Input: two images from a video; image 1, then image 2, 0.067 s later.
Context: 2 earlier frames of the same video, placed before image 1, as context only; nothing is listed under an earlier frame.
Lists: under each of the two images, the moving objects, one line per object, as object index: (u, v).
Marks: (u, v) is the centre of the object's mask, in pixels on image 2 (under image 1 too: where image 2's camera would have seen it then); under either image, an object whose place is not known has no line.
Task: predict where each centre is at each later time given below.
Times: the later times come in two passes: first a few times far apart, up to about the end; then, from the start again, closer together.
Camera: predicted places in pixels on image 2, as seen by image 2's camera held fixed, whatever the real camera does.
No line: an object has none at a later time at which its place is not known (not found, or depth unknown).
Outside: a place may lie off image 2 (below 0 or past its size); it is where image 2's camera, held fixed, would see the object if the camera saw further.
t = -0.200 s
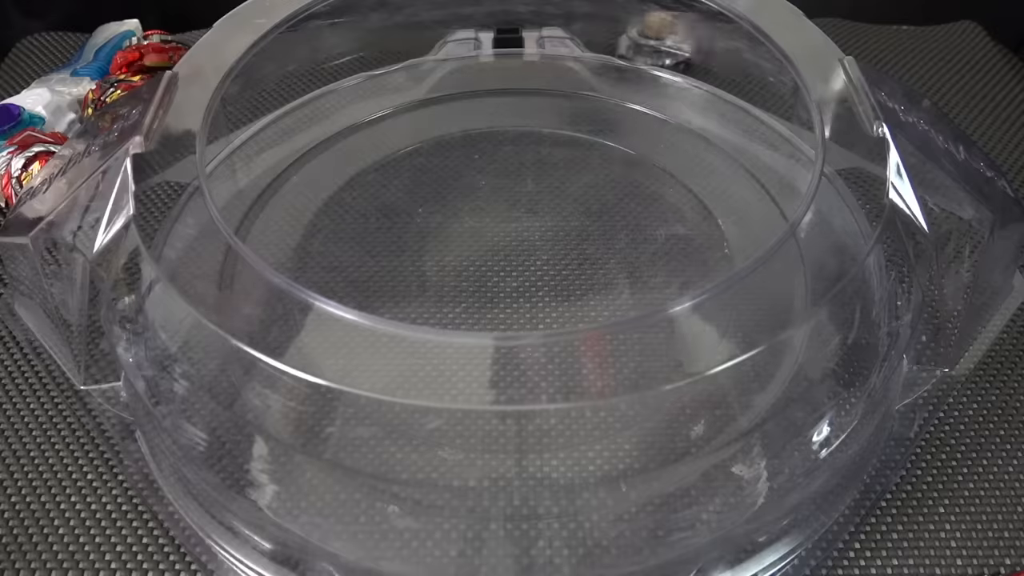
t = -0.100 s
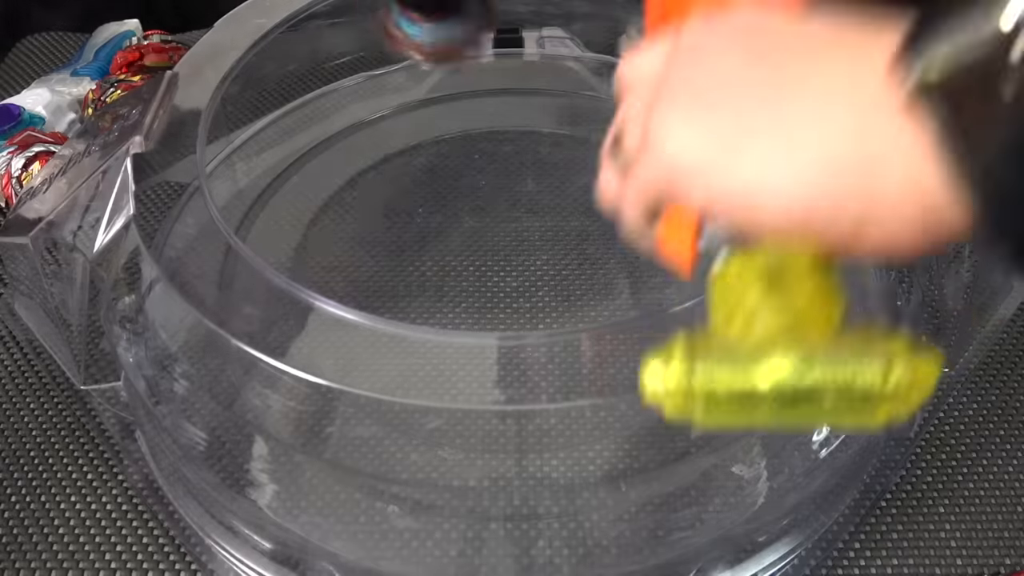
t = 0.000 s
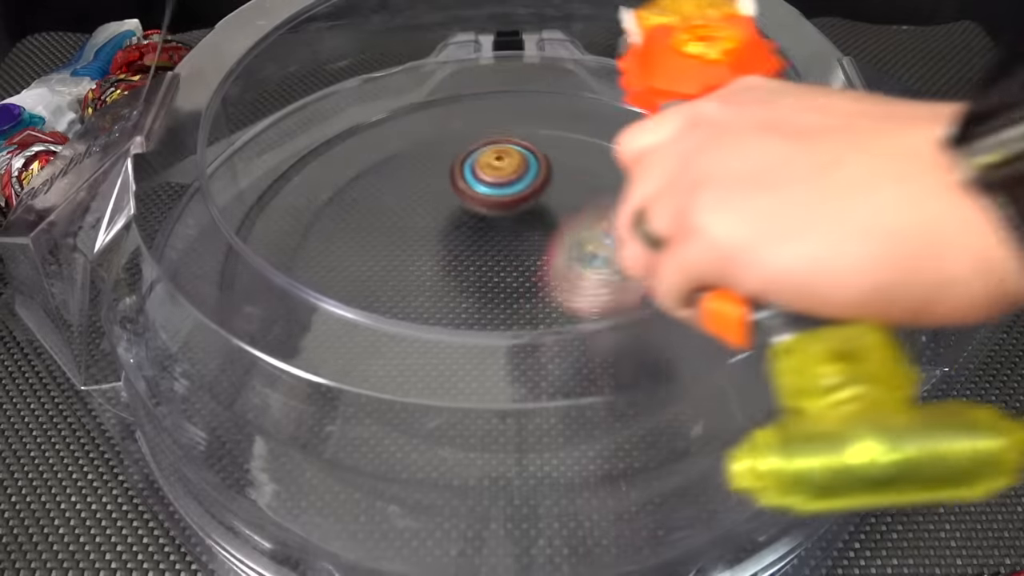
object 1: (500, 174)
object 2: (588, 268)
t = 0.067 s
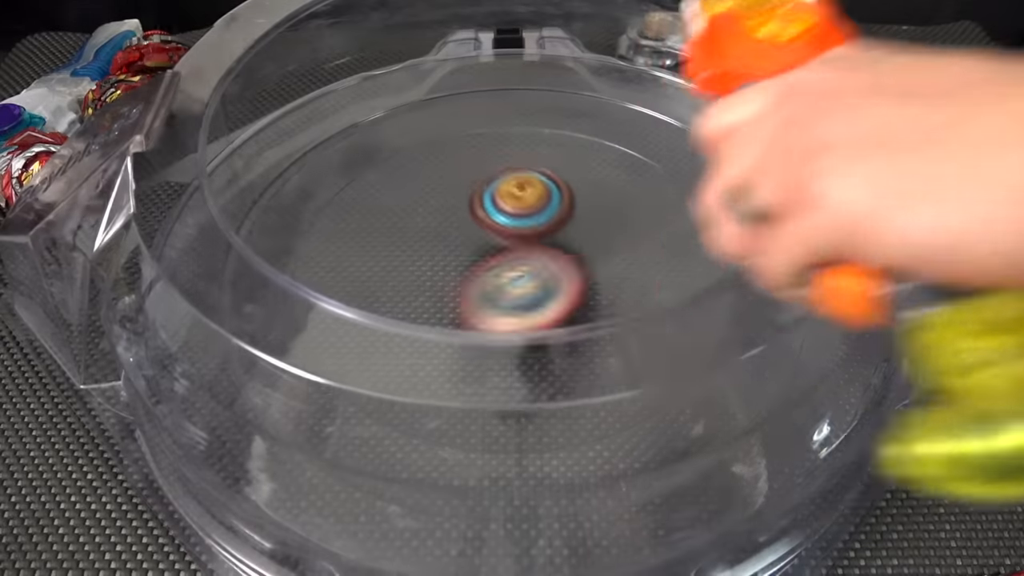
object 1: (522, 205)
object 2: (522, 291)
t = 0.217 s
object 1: (559, 263)
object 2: (357, 318)
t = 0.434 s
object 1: (538, 285)
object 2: (307, 406)
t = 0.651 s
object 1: (519, 240)
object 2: (328, 465)
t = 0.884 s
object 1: (506, 279)
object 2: (274, 436)
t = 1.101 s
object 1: (564, 289)
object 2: (215, 368)
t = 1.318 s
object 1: (544, 217)
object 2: (249, 322)
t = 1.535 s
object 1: (435, 233)
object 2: (332, 321)
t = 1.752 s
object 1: (634, 139)
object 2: (484, 400)
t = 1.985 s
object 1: (525, 178)
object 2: (657, 178)
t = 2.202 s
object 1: (398, 320)
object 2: (507, 53)
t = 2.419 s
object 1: (767, 354)
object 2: (387, 94)
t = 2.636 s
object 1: (842, 153)
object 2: (351, 215)
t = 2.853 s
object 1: (691, 250)
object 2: (556, 371)
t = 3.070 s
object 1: (465, 267)
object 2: (766, 267)
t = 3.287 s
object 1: (466, 384)
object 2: (756, 165)
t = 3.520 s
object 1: (674, 349)
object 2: (687, 124)
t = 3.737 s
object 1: (583, 223)
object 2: (552, 147)
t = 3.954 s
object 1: (358, 279)
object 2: (347, 191)
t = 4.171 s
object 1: (445, 477)
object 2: (364, 329)
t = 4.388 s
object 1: (730, 404)
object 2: (611, 326)
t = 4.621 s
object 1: (762, 271)
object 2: (595, 152)
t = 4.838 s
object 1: (557, 180)
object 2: (402, 139)
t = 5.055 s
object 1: (417, 204)
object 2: (118, 265)
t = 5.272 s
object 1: (484, 320)
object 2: (96, 269)
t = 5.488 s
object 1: (624, 263)
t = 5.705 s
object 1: (506, 161)
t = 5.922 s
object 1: (379, 223)
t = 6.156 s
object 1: (527, 336)
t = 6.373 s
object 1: (669, 246)
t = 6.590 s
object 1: (531, 160)
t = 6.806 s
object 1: (377, 229)
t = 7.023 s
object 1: (489, 361)
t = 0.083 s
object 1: (528, 213)
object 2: (498, 304)
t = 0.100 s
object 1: (534, 224)
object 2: (476, 302)
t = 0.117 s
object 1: (539, 232)
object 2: (455, 307)
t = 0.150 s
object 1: (549, 241)
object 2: (416, 310)
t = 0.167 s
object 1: (553, 247)
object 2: (400, 312)
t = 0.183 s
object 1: (556, 252)
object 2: (385, 314)
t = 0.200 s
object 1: (558, 259)
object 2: (369, 316)
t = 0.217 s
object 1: (559, 263)
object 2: (357, 318)
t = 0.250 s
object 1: (558, 275)
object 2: (338, 326)
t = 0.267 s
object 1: (558, 279)
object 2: (332, 329)
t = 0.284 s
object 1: (556, 283)
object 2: (325, 336)
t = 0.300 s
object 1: (554, 283)
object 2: (321, 341)
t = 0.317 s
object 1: (552, 285)
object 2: (320, 346)
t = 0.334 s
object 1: (549, 288)
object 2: (320, 352)
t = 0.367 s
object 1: (545, 288)
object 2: (320, 368)
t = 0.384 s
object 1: (543, 288)
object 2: (319, 376)
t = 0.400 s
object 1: (541, 286)
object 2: (318, 384)
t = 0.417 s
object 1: (539, 286)
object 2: (314, 394)
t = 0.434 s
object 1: (538, 285)
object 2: (307, 406)
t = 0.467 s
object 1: (536, 279)
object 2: (301, 421)
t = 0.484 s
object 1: (534, 275)
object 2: (303, 425)
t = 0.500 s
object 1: (533, 272)
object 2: (307, 432)
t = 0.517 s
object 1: (531, 268)
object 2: (310, 440)
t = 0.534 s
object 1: (529, 264)
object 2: (312, 447)
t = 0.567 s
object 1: (526, 256)
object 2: (313, 463)
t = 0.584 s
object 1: (524, 252)
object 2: (310, 471)
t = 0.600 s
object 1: (523, 249)
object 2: (312, 474)
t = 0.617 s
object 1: (522, 245)
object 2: (320, 471)
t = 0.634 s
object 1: (521, 243)
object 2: (326, 467)
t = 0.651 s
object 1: (519, 240)
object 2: (328, 465)
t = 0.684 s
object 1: (517, 238)
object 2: (330, 464)
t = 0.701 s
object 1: (515, 238)
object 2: (329, 464)
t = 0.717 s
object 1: (514, 239)
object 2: (326, 464)
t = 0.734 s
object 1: (512, 240)
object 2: (321, 465)
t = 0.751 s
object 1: (510, 244)
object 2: (313, 467)
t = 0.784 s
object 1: (505, 250)
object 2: (299, 466)
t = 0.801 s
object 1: (504, 255)
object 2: (299, 459)
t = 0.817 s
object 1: (503, 259)
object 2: (296, 454)
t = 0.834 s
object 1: (502, 264)
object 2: (292, 448)
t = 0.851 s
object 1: (503, 270)
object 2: (287, 443)
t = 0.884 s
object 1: (506, 279)
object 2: (274, 436)
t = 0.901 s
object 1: (509, 285)
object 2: (265, 431)
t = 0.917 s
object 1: (513, 288)
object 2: (255, 428)
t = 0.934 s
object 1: (516, 291)
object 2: (248, 425)
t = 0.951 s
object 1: (520, 293)
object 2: (239, 421)
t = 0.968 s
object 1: (524, 294)
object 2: (238, 416)
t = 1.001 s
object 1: (534, 296)
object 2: (237, 402)
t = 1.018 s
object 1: (539, 297)
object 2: (234, 396)
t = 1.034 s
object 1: (544, 296)
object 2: (232, 390)
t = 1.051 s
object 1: (549, 295)
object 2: (228, 384)
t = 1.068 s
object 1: (554, 294)
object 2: (225, 379)
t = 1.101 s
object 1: (564, 289)
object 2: (215, 368)
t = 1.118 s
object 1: (568, 285)
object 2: (211, 364)
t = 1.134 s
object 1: (573, 283)
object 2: (205, 358)
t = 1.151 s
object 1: (576, 278)
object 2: (201, 353)
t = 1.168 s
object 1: (578, 273)
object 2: (200, 349)
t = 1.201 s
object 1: (580, 259)
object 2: (208, 341)
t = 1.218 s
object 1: (578, 251)
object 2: (212, 337)
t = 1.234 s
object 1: (576, 244)
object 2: (217, 333)
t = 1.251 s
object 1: (573, 238)
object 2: (223, 330)
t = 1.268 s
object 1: (567, 232)
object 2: (230, 329)
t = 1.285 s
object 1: (560, 226)
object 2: (237, 329)
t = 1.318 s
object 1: (544, 217)
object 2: (249, 322)
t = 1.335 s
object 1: (534, 213)
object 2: (256, 318)
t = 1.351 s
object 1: (524, 210)
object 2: (262, 314)
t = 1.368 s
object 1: (512, 208)
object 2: (267, 310)
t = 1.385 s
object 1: (501, 208)
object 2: (274, 305)
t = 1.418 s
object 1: (477, 209)
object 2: (284, 300)
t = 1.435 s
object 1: (466, 211)
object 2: (291, 297)
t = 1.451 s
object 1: (455, 215)
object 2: (299, 296)
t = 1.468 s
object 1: (443, 219)
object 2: (310, 296)
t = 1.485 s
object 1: (433, 225)
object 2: (323, 296)
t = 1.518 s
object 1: (420, 237)
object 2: (347, 301)
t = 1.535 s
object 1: (435, 233)
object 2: (332, 321)
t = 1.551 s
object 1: (456, 221)
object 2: (308, 348)
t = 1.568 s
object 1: (477, 210)
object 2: (291, 377)
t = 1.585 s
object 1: (497, 200)
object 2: (271, 410)
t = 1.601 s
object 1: (518, 191)
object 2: (256, 441)
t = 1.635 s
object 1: (559, 172)
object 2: (295, 446)
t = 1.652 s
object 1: (575, 165)
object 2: (327, 440)
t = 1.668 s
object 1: (589, 159)
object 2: (355, 433)
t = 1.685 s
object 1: (602, 153)
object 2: (382, 429)
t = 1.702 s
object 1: (613, 148)
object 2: (408, 419)
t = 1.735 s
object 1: (628, 141)
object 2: (459, 407)
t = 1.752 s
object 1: (634, 139)
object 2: (484, 400)
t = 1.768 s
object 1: (637, 137)
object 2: (509, 392)
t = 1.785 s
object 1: (638, 136)
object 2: (535, 382)
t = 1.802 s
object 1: (638, 136)
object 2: (558, 369)
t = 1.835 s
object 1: (629, 138)
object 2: (599, 340)
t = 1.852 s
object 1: (623, 140)
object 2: (617, 323)
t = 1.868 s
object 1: (616, 142)
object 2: (632, 306)
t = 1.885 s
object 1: (606, 146)
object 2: (644, 286)
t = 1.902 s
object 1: (595, 150)
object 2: (651, 266)
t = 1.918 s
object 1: (584, 154)
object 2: (660, 251)
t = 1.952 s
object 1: (557, 163)
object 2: (664, 213)
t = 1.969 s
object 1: (542, 169)
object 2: (662, 196)
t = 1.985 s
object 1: (525, 178)
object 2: (657, 178)
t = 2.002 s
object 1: (509, 184)
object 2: (650, 163)
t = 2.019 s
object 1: (492, 191)
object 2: (642, 148)
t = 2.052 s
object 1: (459, 208)
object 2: (617, 118)
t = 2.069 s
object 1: (443, 219)
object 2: (604, 107)
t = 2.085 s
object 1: (429, 229)
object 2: (591, 98)
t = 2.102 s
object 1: (415, 242)
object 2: (579, 89)
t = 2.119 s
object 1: (405, 253)
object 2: (568, 81)
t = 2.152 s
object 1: (392, 275)
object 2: (545, 63)
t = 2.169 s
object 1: (393, 286)
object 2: (533, 57)
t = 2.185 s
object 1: (392, 304)
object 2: (520, 53)
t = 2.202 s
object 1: (398, 320)
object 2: (507, 53)
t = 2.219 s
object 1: (410, 337)
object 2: (494, 53)
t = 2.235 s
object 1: (424, 352)
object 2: (482, 50)
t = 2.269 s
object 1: (478, 389)
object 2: (461, 52)
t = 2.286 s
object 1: (507, 394)
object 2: (452, 55)
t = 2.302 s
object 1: (541, 402)
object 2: (443, 58)
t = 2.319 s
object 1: (575, 404)
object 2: (435, 63)
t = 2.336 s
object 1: (614, 398)
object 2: (427, 66)
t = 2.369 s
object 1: (682, 378)
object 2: (411, 73)
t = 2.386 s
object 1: (716, 371)
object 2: (403, 78)
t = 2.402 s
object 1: (743, 362)
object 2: (395, 86)
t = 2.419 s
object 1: (767, 354)
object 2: (387, 94)
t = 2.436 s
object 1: (796, 339)
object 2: (380, 100)
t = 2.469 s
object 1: (819, 306)
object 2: (368, 114)
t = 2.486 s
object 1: (829, 288)
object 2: (363, 121)
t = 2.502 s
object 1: (839, 272)
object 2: (358, 128)
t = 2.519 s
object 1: (849, 258)
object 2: (355, 134)
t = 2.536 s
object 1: (855, 243)
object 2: (353, 142)
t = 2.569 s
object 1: (863, 214)
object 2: (351, 162)
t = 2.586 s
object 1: (857, 193)
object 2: (351, 173)
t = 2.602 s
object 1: (852, 175)
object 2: (350, 185)
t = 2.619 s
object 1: (848, 163)
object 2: (350, 199)
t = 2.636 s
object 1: (842, 153)
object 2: (351, 215)
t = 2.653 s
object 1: (836, 157)
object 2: (354, 232)
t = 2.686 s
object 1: (810, 170)
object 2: (366, 263)
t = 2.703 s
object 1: (794, 177)
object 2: (374, 279)
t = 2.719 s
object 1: (783, 184)
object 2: (385, 296)
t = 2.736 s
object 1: (766, 191)
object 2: (399, 312)
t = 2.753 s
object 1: (758, 203)
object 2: (418, 326)
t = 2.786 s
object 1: (737, 218)
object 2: (457, 351)
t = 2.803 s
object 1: (729, 223)
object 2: (481, 359)
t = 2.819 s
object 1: (720, 230)
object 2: (506, 366)
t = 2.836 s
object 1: (705, 242)
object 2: (530, 369)
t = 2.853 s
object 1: (691, 250)
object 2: (556, 371)
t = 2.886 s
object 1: (659, 264)
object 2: (607, 365)
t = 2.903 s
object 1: (640, 266)
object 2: (631, 358)
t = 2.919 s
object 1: (618, 270)
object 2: (651, 352)
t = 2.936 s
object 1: (600, 274)
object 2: (671, 347)
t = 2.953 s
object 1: (581, 278)
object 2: (690, 339)
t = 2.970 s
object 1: (562, 277)
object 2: (705, 330)
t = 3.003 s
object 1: (526, 274)
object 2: (728, 307)
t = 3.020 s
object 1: (508, 272)
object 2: (738, 296)
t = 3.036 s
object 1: (492, 269)
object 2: (748, 286)
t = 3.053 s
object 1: (478, 268)
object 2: (756, 276)
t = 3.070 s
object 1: (465, 267)
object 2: (766, 267)
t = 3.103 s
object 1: (444, 270)
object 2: (784, 250)
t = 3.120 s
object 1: (435, 274)
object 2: (792, 242)
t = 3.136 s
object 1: (428, 279)
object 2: (800, 235)
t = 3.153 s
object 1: (424, 284)
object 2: (802, 225)
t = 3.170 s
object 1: (422, 290)
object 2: (797, 216)
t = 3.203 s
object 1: (427, 302)
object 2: (787, 203)
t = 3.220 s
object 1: (426, 320)
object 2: (779, 194)
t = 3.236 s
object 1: (429, 339)
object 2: (773, 187)
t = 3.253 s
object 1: (437, 351)
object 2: (763, 178)
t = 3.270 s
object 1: (446, 368)
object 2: (759, 171)
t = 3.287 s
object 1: (466, 384)
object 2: (756, 165)
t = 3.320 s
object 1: (494, 393)
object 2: (747, 154)
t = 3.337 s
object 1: (516, 397)
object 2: (743, 150)
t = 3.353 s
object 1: (536, 399)
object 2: (738, 145)
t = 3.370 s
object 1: (553, 404)
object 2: (734, 142)
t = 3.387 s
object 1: (569, 404)
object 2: (729, 138)
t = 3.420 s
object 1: (604, 399)
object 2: (720, 132)
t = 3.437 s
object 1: (618, 393)
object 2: (715, 129)
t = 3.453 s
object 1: (634, 385)
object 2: (709, 128)
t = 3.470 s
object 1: (646, 377)
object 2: (704, 127)
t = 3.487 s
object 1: (655, 369)
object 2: (698, 126)
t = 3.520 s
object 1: (674, 349)
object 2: (687, 124)
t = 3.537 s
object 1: (676, 334)
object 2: (682, 124)
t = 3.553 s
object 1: (679, 323)
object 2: (675, 124)
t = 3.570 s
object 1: (680, 312)
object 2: (668, 125)
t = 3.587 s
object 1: (680, 299)
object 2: (661, 125)
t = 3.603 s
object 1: (677, 288)
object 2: (653, 127)
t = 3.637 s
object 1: (664, 266)
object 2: (637, 133)
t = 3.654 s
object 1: (656, 258)
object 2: (625, 137)
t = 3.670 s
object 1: (644, 247)
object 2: (612, 142)
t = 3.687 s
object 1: (632, 238)
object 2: (599, 145)
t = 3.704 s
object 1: (618, 230)
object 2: (585, 148)
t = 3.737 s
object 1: (583, 223)
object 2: (552, 147)
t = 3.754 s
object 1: (564, 223)
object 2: (536, 146)
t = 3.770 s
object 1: (545, 222)
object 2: (519, 145)
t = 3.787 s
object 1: (523, 222)
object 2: (502, 144)
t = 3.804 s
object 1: (506, 224)
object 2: (485, 144)
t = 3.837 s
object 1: (465, 230)
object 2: (449, 145)
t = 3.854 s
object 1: (444, 237)
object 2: (432, 148)
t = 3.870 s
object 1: (424, 243)
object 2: (415, 152)
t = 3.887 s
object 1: (406, 251)
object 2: (400, 158)
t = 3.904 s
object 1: (387, 261)
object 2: (385, 164)
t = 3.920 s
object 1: (374, 268)
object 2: (372, 172)
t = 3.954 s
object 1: (358, 279)
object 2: (347, 191)
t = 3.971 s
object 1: (345, 295)
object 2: (338, 202)
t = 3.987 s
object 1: (338, 312)
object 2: (330, 214)
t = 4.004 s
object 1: (335, 324)
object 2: (323, 226)
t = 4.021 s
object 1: (338, 336)
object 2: (320, 239)
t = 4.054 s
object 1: (345, 359)
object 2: (316, 266)
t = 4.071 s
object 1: (356, 373)
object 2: (318, 280)
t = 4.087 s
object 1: (367, 383)
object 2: (320, 287)
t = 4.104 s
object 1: (383, 411)
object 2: (324, 294)
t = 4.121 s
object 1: (395, 425)
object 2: (331, 303)
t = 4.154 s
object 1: (430, 468)
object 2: (351, 320)
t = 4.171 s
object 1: (445, 477)
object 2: (364, 329)
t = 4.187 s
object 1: (467, 477)
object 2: (379, 339)
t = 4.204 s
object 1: (486, 476)
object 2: (395, 346)
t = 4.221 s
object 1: (521, 474)
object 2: (415, 352)
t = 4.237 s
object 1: (550, 474)
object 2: (434, 358)
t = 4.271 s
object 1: (599, 462)
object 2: (477, 363)
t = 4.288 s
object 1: (622, 458)
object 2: (497, 363)
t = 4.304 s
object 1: (646, 446)
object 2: (519, 362)
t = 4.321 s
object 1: (668, 440)
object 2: (539, 359)
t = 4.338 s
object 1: (687, 435)
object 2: (559, 353)
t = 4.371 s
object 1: (716, 415)
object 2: (596, 336)
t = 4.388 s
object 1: (730, 404)
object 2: (611, 326)
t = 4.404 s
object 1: (740, 392)
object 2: (623, 315)
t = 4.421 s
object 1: (751, 379)
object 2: (634, 302)
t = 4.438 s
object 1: (758, 367)
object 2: (642, 287)
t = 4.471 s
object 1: (770, 344)
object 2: (652, 259)
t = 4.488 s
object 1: (774, 335)
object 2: (655, 246)
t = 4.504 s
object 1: (777, 327)
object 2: (653, 231)
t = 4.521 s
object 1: (778, 319)
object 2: (650, 218)
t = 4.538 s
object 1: (780, 311)
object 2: (645, 205)
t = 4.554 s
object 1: (777, 300)
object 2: (638, 193)
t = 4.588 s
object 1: (770, 284)
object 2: (619, 171)
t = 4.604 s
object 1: (768, 278)
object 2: (608, 160)
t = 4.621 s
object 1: (762, 271)
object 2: (595, 152)
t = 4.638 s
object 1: (756, 265)
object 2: (581, 144)
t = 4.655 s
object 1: (751, 260)
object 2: (567, 137)
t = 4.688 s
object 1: (731, 246)
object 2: (537, 128)
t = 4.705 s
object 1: (714, 241)
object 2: (522, 125)
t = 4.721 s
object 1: (704, 236)
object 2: (506, 123)
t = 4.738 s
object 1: (689, 230)
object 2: (491, 122)
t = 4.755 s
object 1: (672, 223)
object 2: (475, 122)
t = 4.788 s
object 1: (629, 205)
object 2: (444, 126)
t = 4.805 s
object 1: (608, 196)
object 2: (430, 129)
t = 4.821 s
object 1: (584, 187)
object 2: (416, 133)
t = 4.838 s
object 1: (557, 180)
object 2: (402, 139)
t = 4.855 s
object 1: (532, 172)
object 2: (389, 145)
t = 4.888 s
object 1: (480, 162)
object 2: (365, 162)
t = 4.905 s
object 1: (459, 159)
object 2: (351, 172)
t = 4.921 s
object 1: (454, 159)
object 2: (318, 177)
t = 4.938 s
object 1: (450, 161)
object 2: (288, 184)
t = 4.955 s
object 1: (444, 164)
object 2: (264, 192)
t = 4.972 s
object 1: (439, 168)
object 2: (228, 206)
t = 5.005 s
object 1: (430, 180)
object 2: (180, 226)
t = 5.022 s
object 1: (424, 188)
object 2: (157, 243)
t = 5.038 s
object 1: (420, 195)
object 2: (134, 254)
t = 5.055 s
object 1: (417, 204)
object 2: (118, 265)
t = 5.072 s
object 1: (414, 215)
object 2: (112, 275)
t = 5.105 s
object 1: (411, 236)
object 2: (108, 275)
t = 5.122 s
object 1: (410, 247)
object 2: (104, 272)
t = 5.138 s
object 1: (412, 259)
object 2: (100, 271)
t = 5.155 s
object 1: (414, 272)
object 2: (95, 265)
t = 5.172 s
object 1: (418, 280)
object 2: (91, 254)
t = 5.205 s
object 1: (436, 295)
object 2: (87, 248)
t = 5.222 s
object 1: (447, 301)
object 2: (87, 252)
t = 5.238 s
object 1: (459, 305)
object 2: (96, 267)
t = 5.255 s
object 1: (472, 310)
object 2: (97, 270)
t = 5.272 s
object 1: (484, 320)
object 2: (96, 269)
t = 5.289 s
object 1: (499, 325)
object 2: (94, 267)
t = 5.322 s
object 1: (529, 328)
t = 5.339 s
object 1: (545, 328)
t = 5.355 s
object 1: (561, 323)
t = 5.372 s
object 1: (574, 319)
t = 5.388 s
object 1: (582, 304)
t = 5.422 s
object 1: (604, 294)
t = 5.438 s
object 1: (612, 287)
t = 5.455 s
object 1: (619, 278)
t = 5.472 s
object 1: (623, 271)
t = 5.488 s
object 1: (624, 263)
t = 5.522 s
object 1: (620, 238)
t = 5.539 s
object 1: (616, 226)
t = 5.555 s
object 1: (608, 215)
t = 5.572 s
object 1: (600, 206)
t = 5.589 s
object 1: (591, 196)
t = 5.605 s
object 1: (580, 189)
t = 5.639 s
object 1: (557, 176)
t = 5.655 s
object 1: (545, 171)
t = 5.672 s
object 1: (532, 167)
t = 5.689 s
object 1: (520, 164)
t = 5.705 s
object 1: (506, 161)
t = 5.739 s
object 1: (478, 159)
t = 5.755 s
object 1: (465, 159)
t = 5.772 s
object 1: (452, 161)
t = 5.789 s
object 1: (440, 164)
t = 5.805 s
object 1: (429, 168)
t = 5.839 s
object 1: (408, 179)
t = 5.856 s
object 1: (400, 186)
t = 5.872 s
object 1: (393, 194)
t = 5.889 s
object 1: (387, 203)
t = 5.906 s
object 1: (382, 213)
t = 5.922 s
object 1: (379, 223)
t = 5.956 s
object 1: (378, 245)
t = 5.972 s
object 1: (380, 257)
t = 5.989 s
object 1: (385, 267)
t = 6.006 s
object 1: (393, 276)
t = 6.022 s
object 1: (402, 285)
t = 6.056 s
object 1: (427, 298)
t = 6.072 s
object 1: (439, 304)
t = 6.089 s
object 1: (455, 316)
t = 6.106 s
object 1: (472, 323)
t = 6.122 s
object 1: (489, 329)
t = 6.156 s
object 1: (527, 336)
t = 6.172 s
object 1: (546, 335)
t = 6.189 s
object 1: (564, 332)
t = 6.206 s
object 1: (581, 329)
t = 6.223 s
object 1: (596, 325)
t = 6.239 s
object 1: (612, 317)
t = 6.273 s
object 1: (637, 300)
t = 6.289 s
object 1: (639, 286)
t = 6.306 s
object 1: (650, 279)
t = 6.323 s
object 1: (658, 270)
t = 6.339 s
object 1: (664, 264)
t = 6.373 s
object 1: (669, 246)
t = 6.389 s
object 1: (665, 234)
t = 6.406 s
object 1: (660, 224)
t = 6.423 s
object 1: (653, 214)
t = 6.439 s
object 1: (645, 206)
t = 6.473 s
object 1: (625, 191)
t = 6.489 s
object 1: (615, 185)
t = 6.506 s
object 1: (602, 179)
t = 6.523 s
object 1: (588, 173)
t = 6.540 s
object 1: (575, 169)
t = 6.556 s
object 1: (561, 165)
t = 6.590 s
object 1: (531, 160)
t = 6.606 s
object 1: (515, 159)
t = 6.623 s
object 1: (501, 158)
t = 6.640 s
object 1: (486, 159)
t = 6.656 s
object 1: (470, 161)
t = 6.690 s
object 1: (443, 168)
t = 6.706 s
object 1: (431, 174)
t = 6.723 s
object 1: (419, 180)
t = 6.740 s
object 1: (408, 188)
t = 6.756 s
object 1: (398, 196)
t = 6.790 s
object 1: (383, 217)
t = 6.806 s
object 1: (377, 229)
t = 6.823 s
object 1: (375, 240)
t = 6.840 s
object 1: (374, 251)
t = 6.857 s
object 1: (375, 264)
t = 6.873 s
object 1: (380, 275)
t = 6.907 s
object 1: (398, 292)
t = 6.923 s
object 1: (410, 300)
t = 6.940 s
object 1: (415, 321)
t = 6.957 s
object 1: (426, 333)
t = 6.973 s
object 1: (441, 341)
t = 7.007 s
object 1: (472, 359)
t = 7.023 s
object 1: (489, 361)
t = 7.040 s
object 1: (506, 373)
